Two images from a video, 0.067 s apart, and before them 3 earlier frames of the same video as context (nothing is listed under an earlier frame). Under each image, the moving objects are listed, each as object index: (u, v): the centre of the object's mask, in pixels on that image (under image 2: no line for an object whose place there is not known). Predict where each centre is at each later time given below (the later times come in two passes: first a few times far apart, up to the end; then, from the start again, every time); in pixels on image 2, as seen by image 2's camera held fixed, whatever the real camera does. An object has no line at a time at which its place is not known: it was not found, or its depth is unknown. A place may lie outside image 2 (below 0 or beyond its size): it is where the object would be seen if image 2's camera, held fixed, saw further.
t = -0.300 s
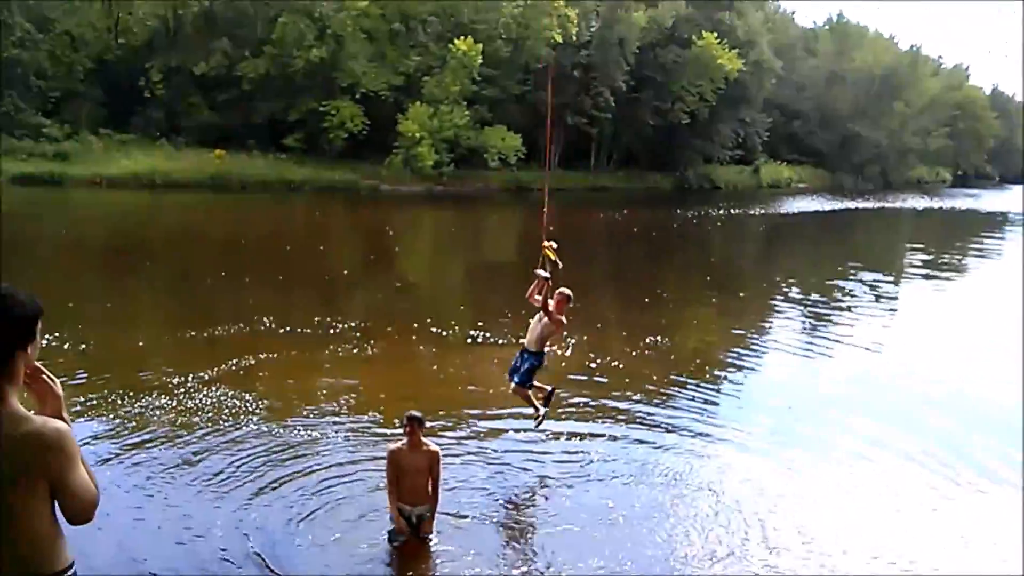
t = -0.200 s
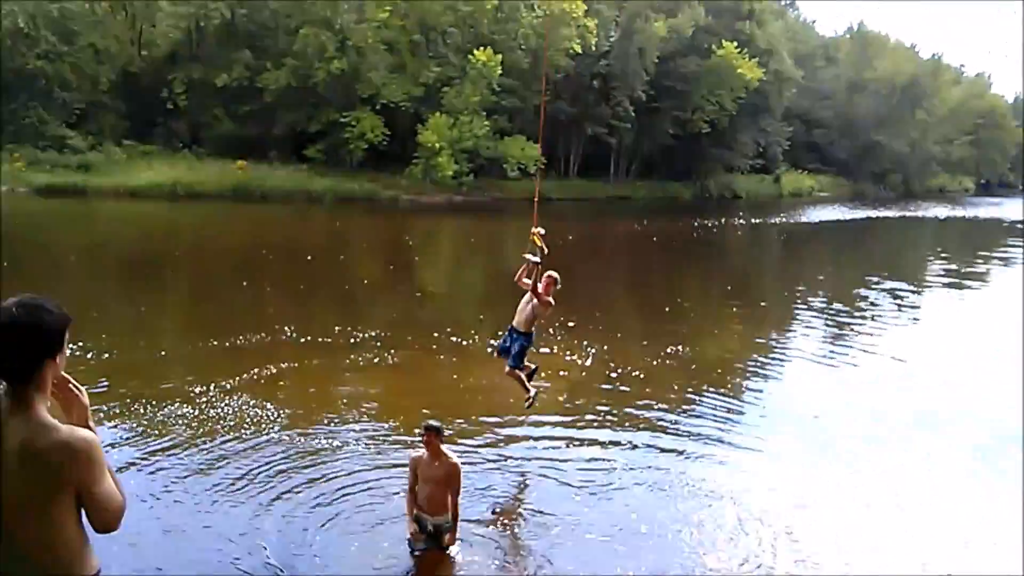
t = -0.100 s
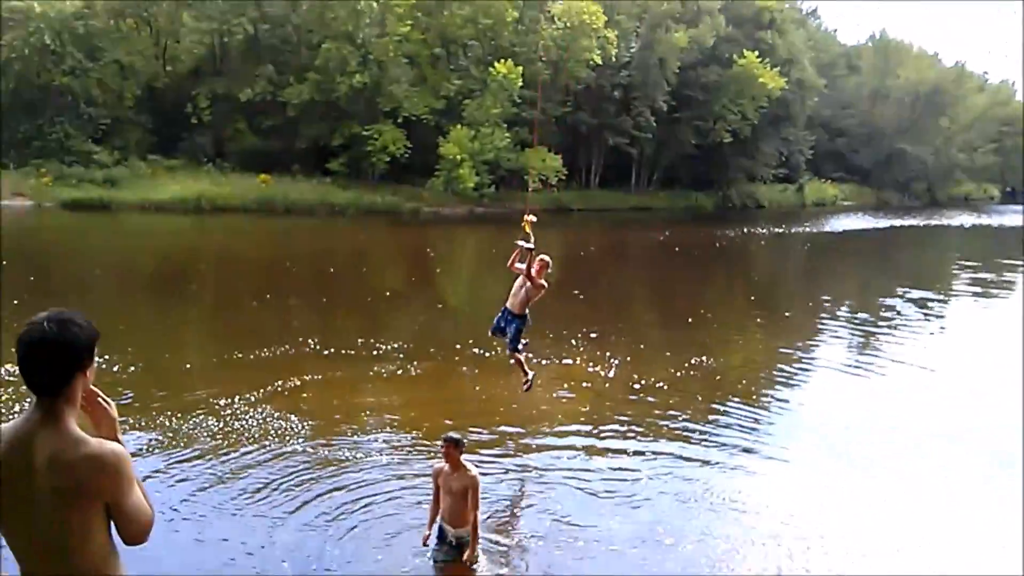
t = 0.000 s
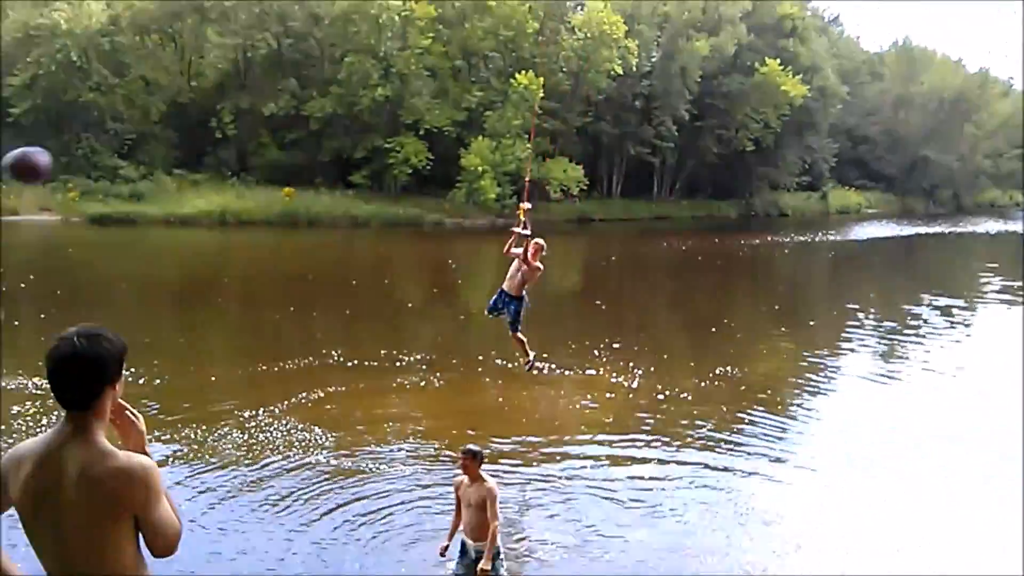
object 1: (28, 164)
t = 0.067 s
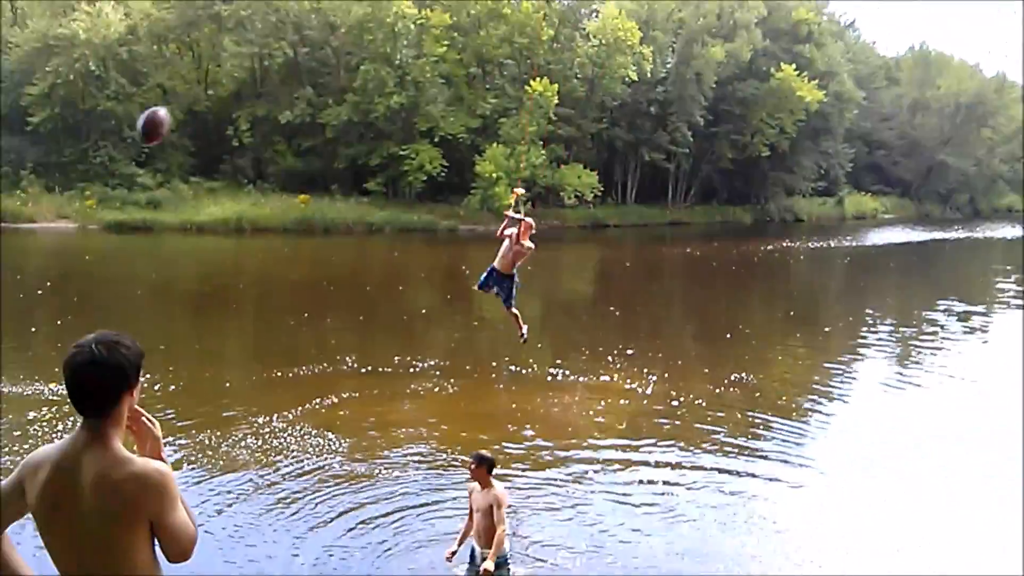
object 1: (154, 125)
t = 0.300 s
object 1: (278, 110)
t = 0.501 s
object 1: (328, 137)
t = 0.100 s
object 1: (180, 117)
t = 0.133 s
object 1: (203, 112)
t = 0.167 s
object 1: (221, 108)
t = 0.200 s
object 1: (236, 105)
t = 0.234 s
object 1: (251, 105)
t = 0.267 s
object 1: (264, 107)
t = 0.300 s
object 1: (278, 110)
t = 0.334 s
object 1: (289, 112)
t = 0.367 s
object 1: (297, 116)
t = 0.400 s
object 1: (305, 120)
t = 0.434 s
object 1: (312, 126)
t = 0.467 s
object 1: (321, 130)
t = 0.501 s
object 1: (328, 137)
